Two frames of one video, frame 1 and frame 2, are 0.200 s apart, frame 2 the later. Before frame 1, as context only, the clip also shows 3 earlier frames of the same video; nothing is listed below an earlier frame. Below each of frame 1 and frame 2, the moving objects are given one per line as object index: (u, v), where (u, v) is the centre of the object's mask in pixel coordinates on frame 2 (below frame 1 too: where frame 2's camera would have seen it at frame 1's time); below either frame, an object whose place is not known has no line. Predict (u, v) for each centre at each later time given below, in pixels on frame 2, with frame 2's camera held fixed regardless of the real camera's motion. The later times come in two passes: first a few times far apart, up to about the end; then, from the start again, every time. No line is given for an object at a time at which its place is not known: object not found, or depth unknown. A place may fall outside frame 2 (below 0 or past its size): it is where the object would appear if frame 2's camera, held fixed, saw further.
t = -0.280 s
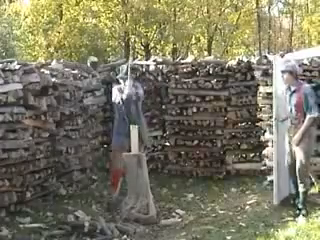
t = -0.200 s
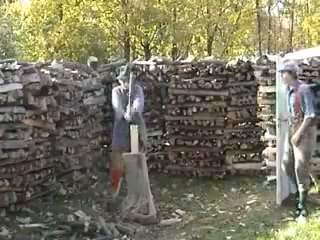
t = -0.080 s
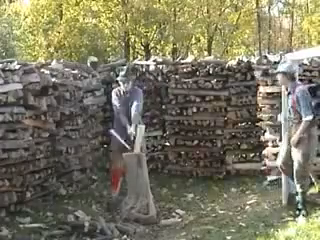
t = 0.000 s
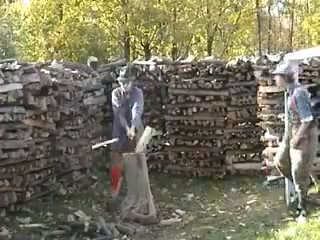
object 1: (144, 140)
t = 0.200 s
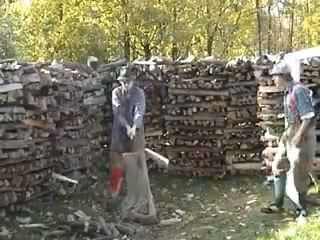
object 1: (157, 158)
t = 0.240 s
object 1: (160, 166)
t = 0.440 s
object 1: (175, 210)
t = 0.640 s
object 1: (186, 213)
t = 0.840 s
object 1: (186, 213)
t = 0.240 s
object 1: (160, 166)
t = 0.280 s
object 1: (162, 175)
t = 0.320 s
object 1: (164, 183)
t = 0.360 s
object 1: (167, 193)
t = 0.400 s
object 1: (170, 204)
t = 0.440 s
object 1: (175, 210)
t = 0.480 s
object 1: (176, 210)
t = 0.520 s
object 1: (182, 212)
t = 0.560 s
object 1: (184, 212)
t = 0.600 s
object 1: (186, 213)
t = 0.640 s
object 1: (186, 213)
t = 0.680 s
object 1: (186, 213)
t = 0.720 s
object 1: (186, 213)
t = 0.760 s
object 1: (186, 213)
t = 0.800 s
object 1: (186, 213)
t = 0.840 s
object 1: (186, 213)
